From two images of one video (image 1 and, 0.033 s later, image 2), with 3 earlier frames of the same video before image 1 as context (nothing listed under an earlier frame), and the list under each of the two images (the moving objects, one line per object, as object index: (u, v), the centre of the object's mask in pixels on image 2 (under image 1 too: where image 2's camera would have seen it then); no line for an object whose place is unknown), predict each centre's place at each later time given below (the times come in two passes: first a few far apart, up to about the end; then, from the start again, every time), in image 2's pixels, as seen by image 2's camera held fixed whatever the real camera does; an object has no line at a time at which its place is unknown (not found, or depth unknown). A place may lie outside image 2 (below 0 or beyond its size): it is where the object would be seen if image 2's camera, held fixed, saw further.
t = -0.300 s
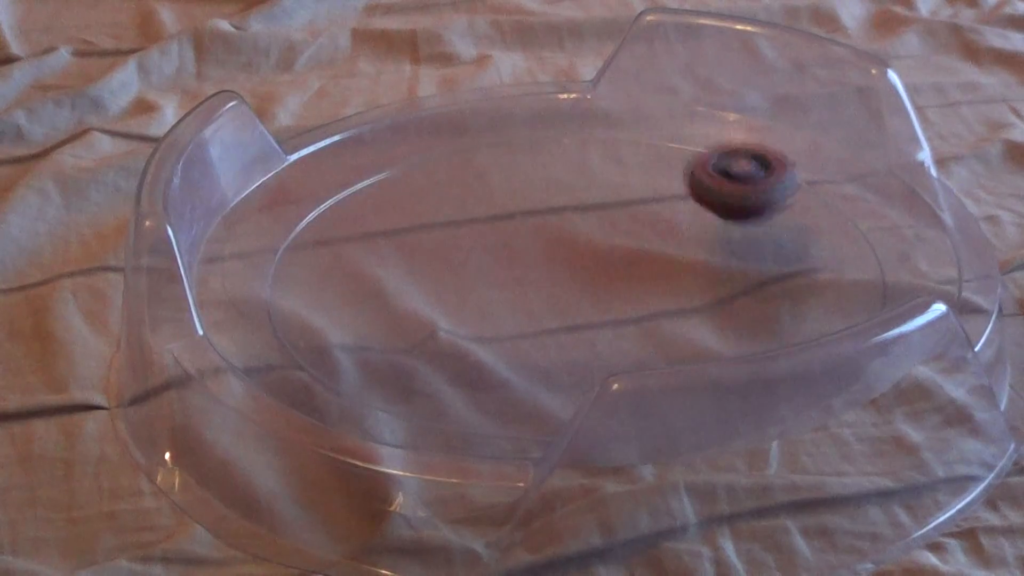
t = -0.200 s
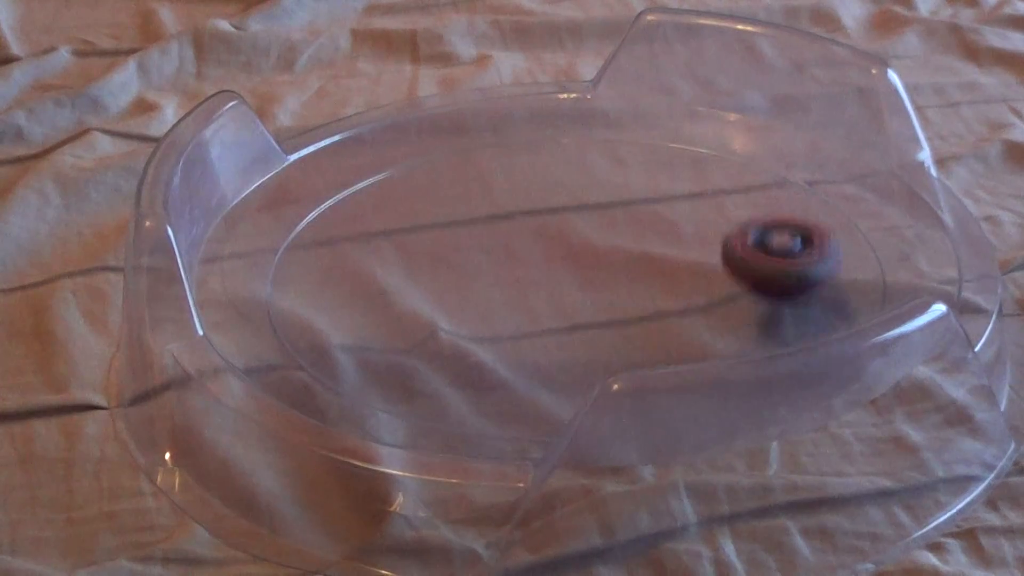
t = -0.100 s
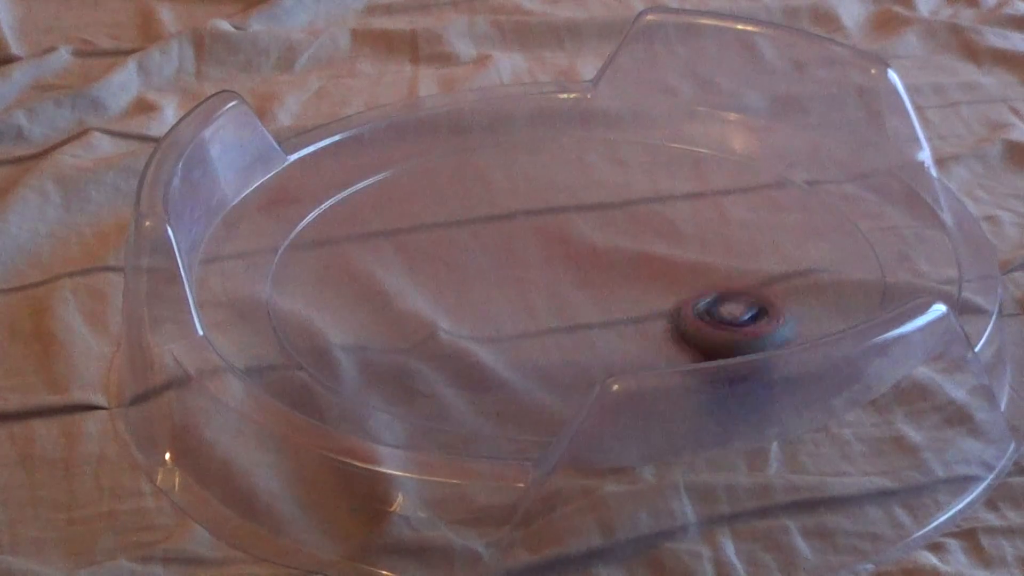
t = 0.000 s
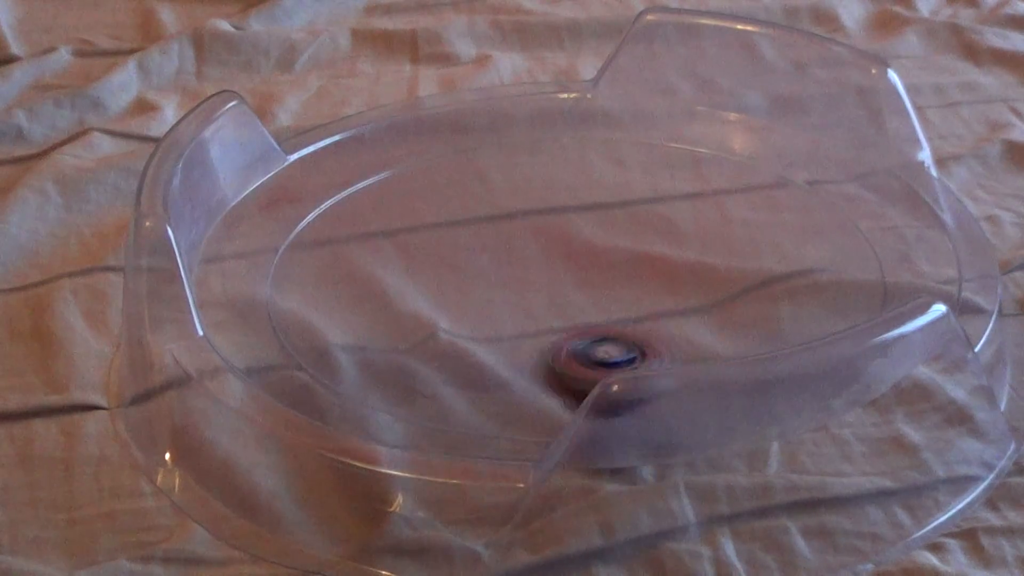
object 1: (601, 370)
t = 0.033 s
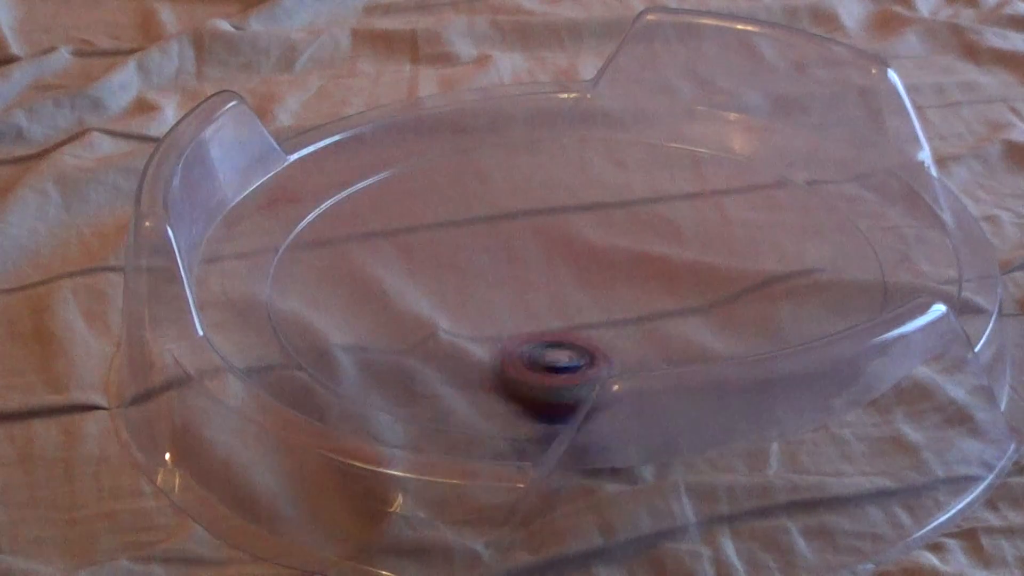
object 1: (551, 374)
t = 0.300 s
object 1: (290, 268)
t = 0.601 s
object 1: (613, 195)
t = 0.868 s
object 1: (828, 299)
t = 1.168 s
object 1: (474, 366)
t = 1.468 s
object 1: (522, 199)
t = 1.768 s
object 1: (846, 207)
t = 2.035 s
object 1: (636, 347)
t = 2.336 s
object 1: (353, 234)
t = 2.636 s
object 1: (612, 148)
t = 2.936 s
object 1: (740, 321)
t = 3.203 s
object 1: (417, 373)
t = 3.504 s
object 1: (417, 227)
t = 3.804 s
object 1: (768, 222)
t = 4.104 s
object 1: (728, 367)
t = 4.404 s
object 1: (421, 285)
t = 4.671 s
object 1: (581, 153)
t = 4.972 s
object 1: (791, 258)
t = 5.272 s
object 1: (460, 350)
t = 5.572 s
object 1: (365, 201)
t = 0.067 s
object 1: (501, 377)
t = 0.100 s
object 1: (447, 375)
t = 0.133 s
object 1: (396, 366)
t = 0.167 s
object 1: (358, 351)
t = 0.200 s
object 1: (326, 334)
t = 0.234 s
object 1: (303, 312)
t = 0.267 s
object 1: (290, 289)
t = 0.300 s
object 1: (290, 268)
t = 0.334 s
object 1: (300, 247)
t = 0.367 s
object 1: (323, 231)
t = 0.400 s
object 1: (353, 216)
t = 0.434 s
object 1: (391, 205)
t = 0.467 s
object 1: (432, 197)
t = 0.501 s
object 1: (475, 192)
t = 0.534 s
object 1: (522, 190)
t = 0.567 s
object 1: (567, 191)
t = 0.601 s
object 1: (613, 195)
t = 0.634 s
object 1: (657, 202)
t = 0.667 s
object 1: (696, 211)
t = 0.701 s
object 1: (734, 222)
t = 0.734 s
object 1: (765, 235)
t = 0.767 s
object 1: (791, 250)
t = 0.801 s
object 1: (812, 267)
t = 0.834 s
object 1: (825, 284)
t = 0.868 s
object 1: (828, 299)
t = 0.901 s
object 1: (815, 312)
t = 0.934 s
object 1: (796, 345)
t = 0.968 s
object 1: (760, 360)
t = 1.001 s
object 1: (715, 375)
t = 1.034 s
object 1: (664, 386)
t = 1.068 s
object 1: (612, 389)
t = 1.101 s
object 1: (554, 383)
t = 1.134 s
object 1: (515, 379)
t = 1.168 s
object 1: (474, 366)
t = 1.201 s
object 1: (443, 350)
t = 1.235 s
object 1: (421, 333)
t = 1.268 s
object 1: (412, 312)
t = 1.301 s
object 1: (412, 292)
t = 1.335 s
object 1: (421, 270)
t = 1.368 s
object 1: (440, 250)
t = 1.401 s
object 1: (462, 231)
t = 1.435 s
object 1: (490, 214)
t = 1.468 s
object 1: (522, 199)
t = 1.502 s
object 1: (559, 186)
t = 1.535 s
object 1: (597, 175)
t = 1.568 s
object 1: (637, 169)
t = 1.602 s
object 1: (678, 165)
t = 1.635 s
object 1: (720, 166)
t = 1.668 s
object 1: (758, 170)
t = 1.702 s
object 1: (793, 178)
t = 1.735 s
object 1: (824, 191)
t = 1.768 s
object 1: (846, 207)
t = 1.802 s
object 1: (859, 228)
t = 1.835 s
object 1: (859, 251)
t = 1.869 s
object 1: (847, 275)
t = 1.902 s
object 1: (821, 296)
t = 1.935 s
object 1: (785, 312)
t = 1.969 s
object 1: (740, 328)
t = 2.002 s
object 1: (688, 338)
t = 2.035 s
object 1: (636, 347)
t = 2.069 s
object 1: (584, 356)
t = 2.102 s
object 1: (535, 357)
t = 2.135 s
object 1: (489, 350)
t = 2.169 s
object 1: (445, 337)
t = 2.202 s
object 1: (411, 320)
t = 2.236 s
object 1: (384, 300)
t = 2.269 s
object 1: (365, 279)
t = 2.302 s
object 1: (354, 256)
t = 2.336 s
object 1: (353, 234)
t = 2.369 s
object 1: (359, 211)
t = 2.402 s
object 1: (373, 191)
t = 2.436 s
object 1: (393, 173)
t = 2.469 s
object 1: (420, 158)
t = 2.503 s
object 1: (453, 147)
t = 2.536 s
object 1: (490, 139)
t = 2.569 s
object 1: (531, 138)
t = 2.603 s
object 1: (572, 140)
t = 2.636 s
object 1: (612, 148)
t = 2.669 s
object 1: (650, 160)
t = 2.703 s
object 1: (685, 175)
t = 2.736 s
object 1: (714, 193)
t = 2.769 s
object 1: (737, 214)
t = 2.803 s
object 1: (754, 237)
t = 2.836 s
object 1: (764, 259)
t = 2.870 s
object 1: (764, 281)
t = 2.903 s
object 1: (757, 303)
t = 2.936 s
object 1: (740, 321)
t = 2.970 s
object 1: (713, 335)
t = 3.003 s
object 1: (679, 358)
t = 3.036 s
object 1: (645, 369)
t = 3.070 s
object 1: (605, 379)
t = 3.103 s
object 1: (551, 384)
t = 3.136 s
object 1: (509, 386)
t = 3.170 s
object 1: (457, 382)
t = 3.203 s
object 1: (417, 373)
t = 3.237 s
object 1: (380, 361)
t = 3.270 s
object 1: (346, 345)
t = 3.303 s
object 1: (326, 326)
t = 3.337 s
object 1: (320, 304)
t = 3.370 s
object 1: (323, 286)
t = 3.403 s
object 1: (336, 268)
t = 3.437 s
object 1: (357, 253)
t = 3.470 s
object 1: (384, 239)
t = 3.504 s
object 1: (417, 227)
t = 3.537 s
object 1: (454, 217)
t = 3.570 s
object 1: (492, 211)
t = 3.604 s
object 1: (533, 204)
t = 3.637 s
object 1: (577, 202)
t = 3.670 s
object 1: (617, 202)
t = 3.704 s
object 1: (658, 204)
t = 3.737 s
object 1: (697, 208)
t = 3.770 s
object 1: (734, 214)
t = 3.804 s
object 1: (768, 222)
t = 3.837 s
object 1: (797, 233)
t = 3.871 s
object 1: (823, 246)
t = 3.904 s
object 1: (842, 262)
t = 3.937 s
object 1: (854, 278)
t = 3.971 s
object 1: (853, 292)
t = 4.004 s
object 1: (826, 307)
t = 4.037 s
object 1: (800, 335)
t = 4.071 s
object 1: (775, 354)
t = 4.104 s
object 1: (728, 367)
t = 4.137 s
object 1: (678, 375)
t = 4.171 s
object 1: (630, 376)
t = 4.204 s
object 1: (576, 368)
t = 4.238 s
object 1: (538, 367)
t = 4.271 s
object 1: (498, 357)
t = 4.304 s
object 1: (465, 342)
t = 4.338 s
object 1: (442, 325)
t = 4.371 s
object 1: (427, 306)
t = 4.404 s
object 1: (421, 285)
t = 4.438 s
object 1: (421, 264)
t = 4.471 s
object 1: (428, 245)
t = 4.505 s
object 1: (441, 225)
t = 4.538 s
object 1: (461, 206)
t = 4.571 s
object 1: (484, 189)
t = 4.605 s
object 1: (513, 174)
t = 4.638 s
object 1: (545, 162)
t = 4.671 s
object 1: (581, 153)
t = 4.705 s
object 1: (617, 149)
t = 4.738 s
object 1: (655, 148)
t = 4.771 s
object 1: (691, 151)
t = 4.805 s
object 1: (725, 159)
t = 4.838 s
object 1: (754, 173)
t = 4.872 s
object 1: (775, 190)
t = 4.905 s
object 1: (790, 212)
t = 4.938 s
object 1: (795, 234)
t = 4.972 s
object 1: (791, 258)
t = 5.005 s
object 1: (777, 281)
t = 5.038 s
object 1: (754, 304)
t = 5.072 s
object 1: (726, 321)
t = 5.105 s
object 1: (685, 334)
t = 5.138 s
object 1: (642, 343)
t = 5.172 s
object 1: (594, 352)
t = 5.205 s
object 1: (553, 359)
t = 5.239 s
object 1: (504, 357)
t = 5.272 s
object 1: (460, 350)
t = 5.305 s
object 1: (419, 340)
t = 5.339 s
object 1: (383, 325)
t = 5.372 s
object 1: (354, 309)
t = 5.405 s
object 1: (332, 289)
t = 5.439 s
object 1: (320, 269)
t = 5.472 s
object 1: (317, 250)
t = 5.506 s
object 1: (324, 232)
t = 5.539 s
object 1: (340, 215)
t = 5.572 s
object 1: (365, 201)
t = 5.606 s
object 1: (397, 191)
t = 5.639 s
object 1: (431, 184)
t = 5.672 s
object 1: (471, 181)
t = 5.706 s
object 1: (510, 180)
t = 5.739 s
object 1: (550, 184)
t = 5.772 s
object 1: (590, 190)
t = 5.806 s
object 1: (628, 199)
